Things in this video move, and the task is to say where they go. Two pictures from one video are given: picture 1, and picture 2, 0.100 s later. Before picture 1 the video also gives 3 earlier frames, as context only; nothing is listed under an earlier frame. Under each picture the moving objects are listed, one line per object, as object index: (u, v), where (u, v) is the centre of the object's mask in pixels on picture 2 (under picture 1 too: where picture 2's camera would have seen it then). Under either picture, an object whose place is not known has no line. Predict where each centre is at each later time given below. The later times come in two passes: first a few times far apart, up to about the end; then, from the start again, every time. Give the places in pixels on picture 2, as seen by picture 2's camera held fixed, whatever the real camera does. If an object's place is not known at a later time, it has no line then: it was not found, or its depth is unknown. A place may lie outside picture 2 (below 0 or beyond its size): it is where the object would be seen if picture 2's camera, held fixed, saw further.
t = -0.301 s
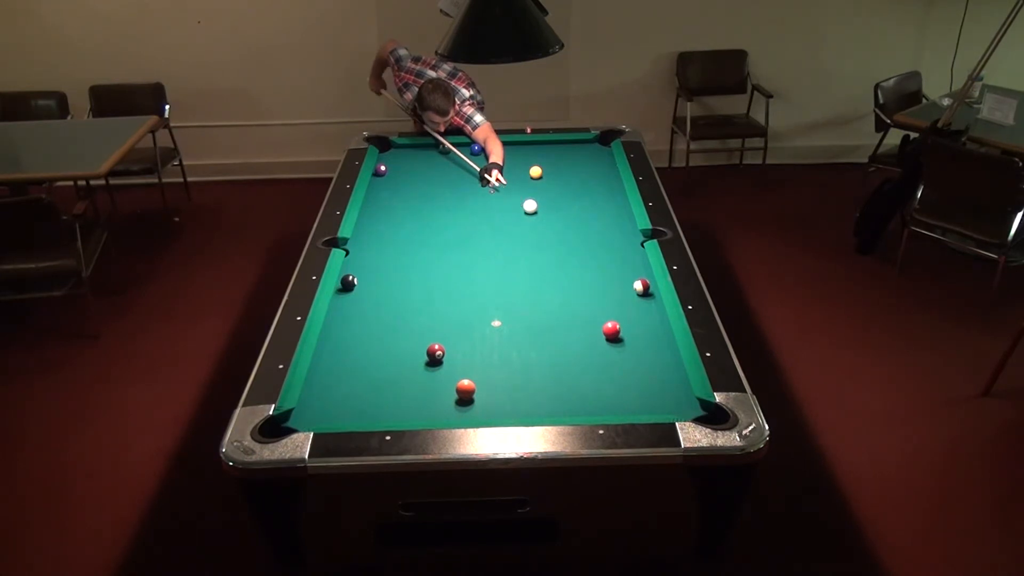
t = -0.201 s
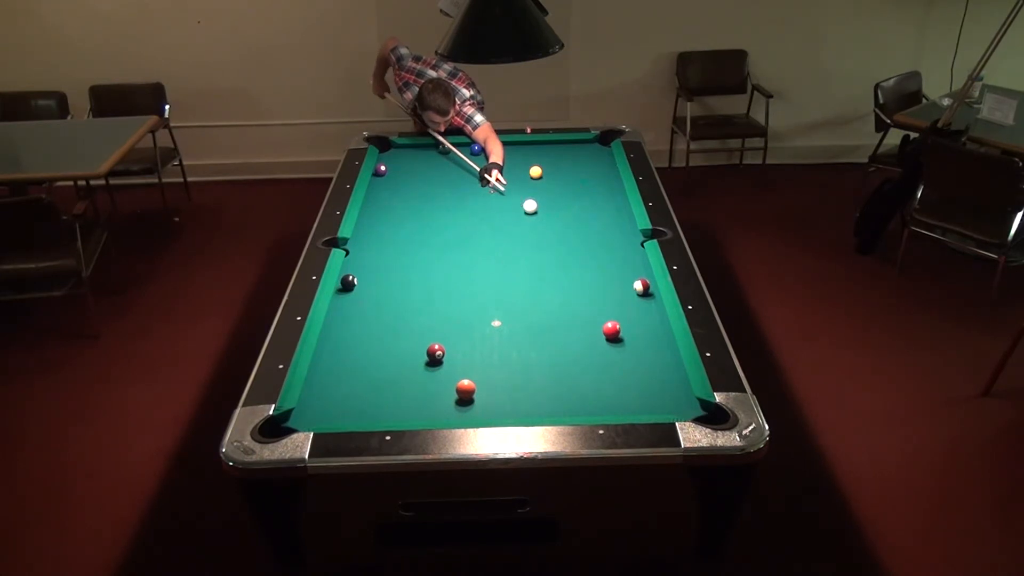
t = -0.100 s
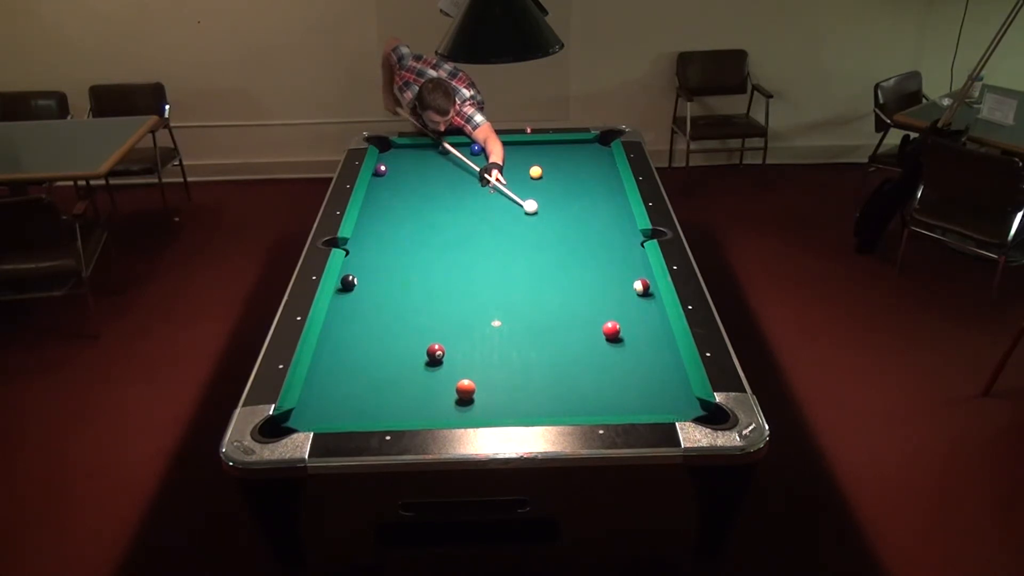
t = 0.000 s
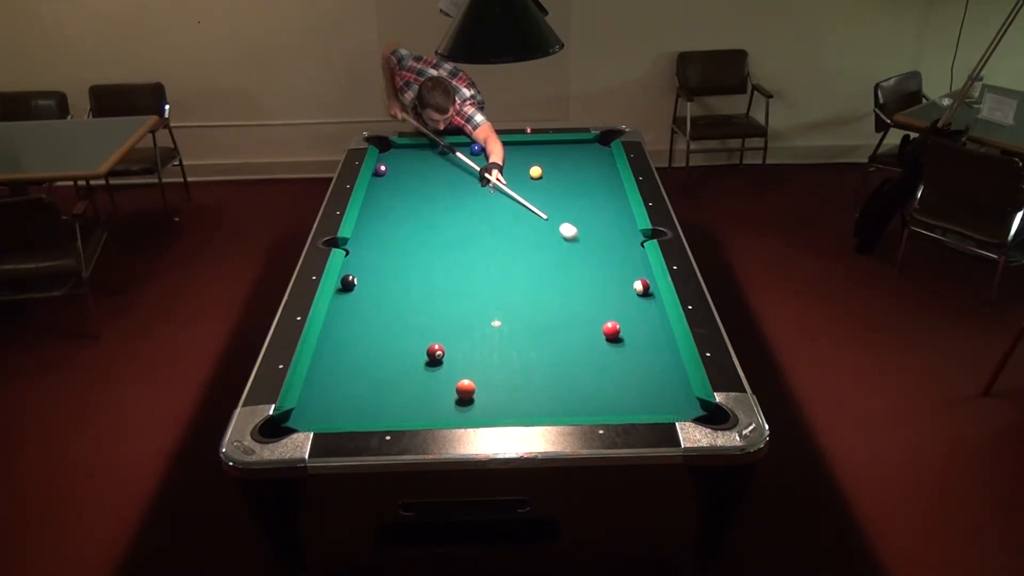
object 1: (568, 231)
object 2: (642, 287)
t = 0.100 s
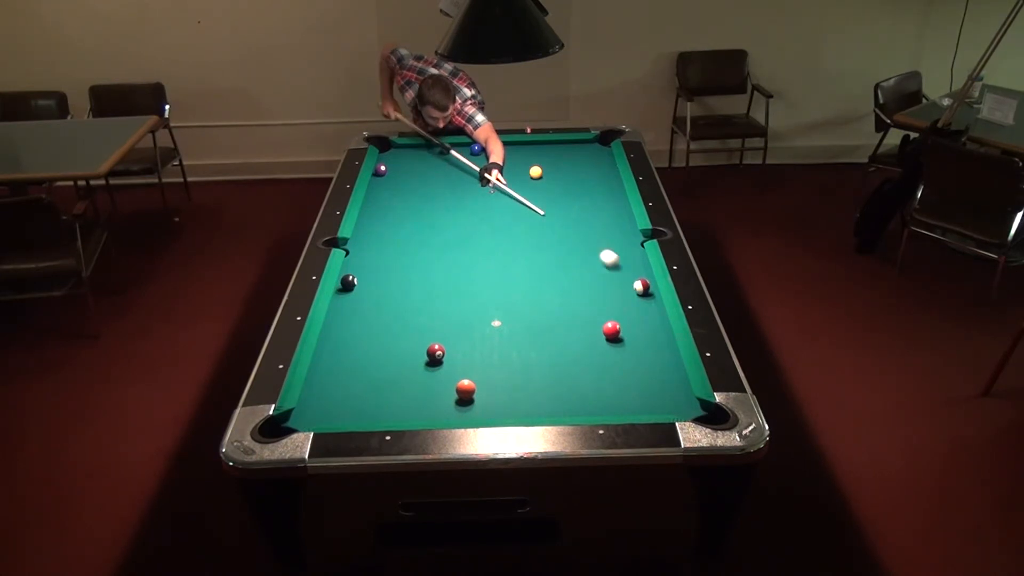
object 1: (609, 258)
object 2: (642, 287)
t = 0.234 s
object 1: (640, 277)
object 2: (648, 304)
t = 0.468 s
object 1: (600, 270)
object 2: (670, 372)
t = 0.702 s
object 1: (564, 263)
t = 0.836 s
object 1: (544, 259)
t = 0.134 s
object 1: (623, 267)
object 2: (642, 287)
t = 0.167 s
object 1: (636, 275)
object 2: (642, 288)
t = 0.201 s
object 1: (646, 278)
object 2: (644, 295)
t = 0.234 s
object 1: (640, 277)
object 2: (648, 304)
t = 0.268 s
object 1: (634, 277)
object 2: (651, 314)
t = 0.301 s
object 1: (628, 275)
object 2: (655, 323)
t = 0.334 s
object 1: (623, 274)
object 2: (657, 334)
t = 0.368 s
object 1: (617, 273)
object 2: (661, 343)
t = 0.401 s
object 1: (611, 272)
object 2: (664, 352)
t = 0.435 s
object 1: (606, 271)
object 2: (667, 360)
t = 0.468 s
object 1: (600, 270)
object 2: (670, 372)
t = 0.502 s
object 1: (595, 269)
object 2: (674, 381)
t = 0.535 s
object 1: (589, 268)
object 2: (677, 391)
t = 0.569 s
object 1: (584, 267)
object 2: (681, 403)
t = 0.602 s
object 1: (579, 266)
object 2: (685, 410)
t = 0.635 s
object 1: (574, 265)
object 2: (693, 416)
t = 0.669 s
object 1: (569, 264)
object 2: (705, 421)
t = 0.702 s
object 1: (564, 263)
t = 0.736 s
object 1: (559, 262)
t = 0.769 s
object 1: (554, 261)
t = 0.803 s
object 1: (549, 260)
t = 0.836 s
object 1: (544, 259)
